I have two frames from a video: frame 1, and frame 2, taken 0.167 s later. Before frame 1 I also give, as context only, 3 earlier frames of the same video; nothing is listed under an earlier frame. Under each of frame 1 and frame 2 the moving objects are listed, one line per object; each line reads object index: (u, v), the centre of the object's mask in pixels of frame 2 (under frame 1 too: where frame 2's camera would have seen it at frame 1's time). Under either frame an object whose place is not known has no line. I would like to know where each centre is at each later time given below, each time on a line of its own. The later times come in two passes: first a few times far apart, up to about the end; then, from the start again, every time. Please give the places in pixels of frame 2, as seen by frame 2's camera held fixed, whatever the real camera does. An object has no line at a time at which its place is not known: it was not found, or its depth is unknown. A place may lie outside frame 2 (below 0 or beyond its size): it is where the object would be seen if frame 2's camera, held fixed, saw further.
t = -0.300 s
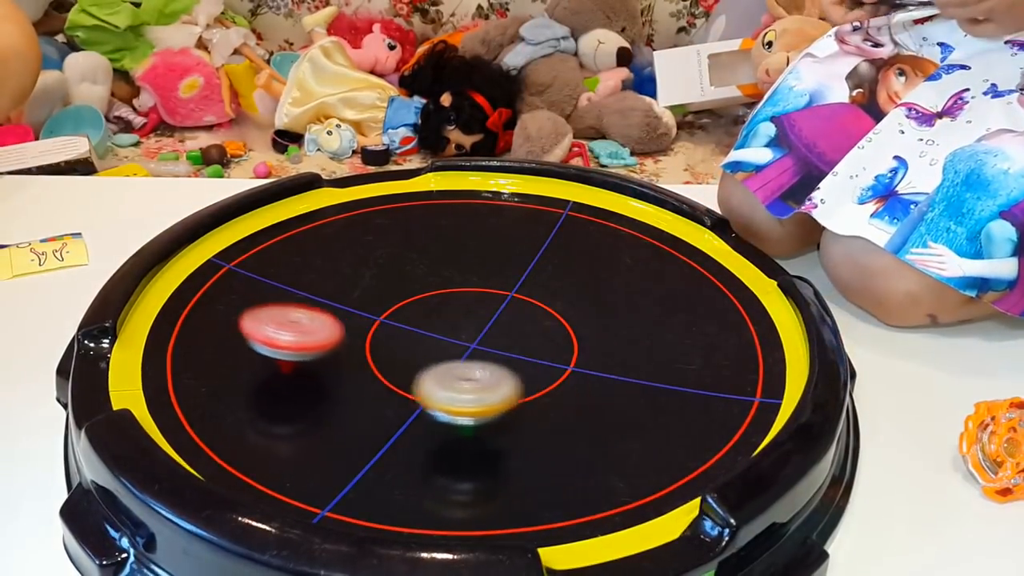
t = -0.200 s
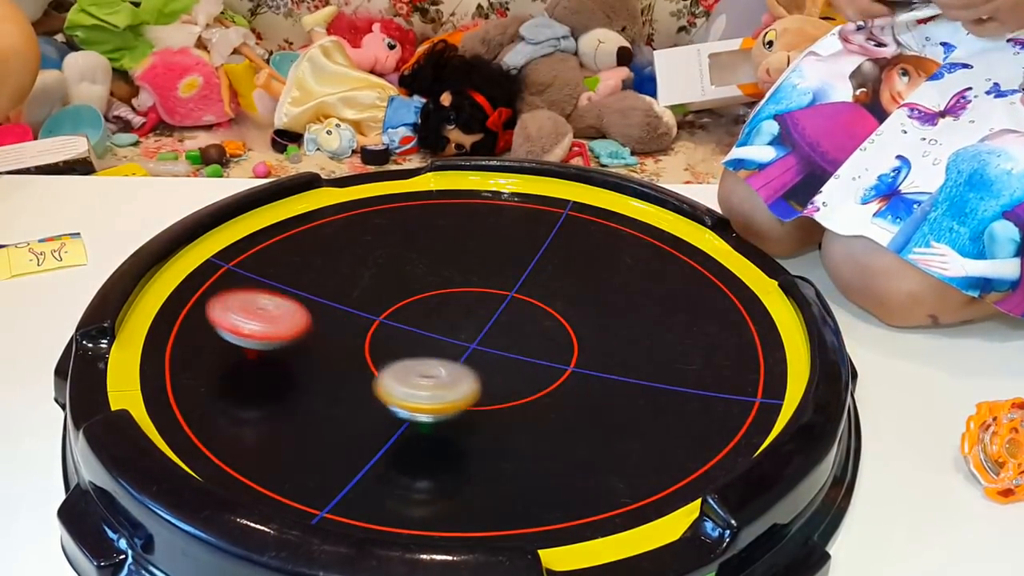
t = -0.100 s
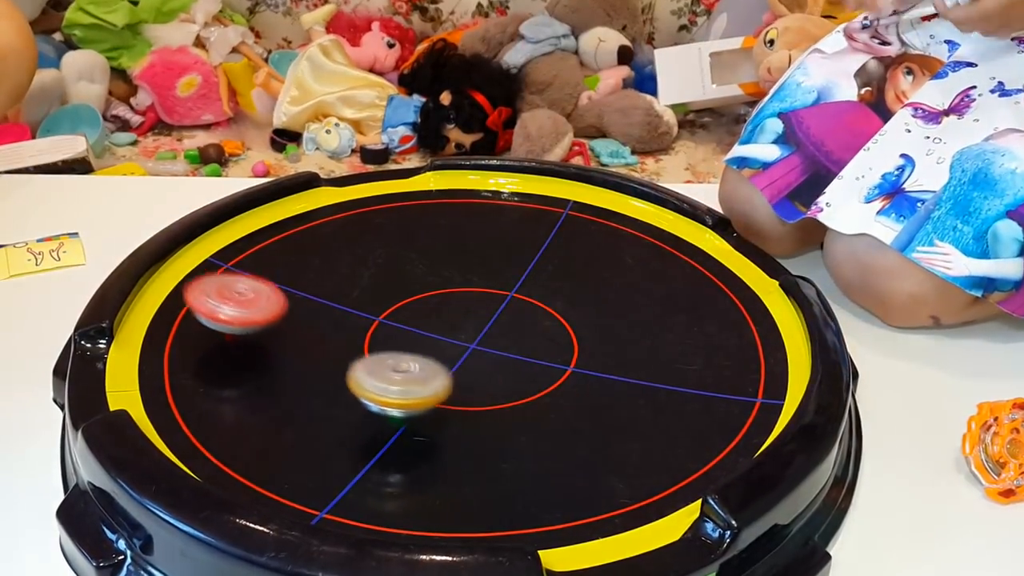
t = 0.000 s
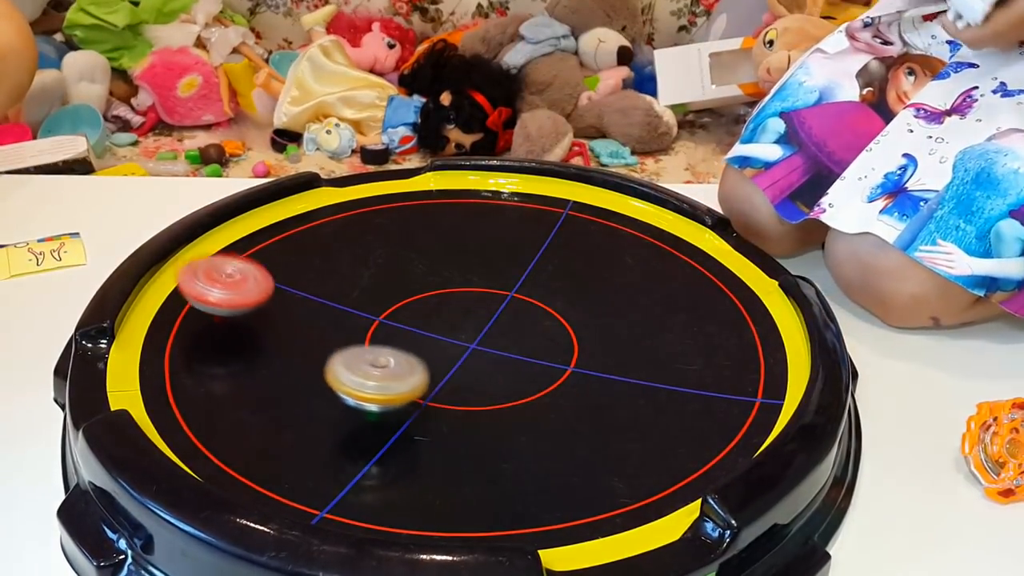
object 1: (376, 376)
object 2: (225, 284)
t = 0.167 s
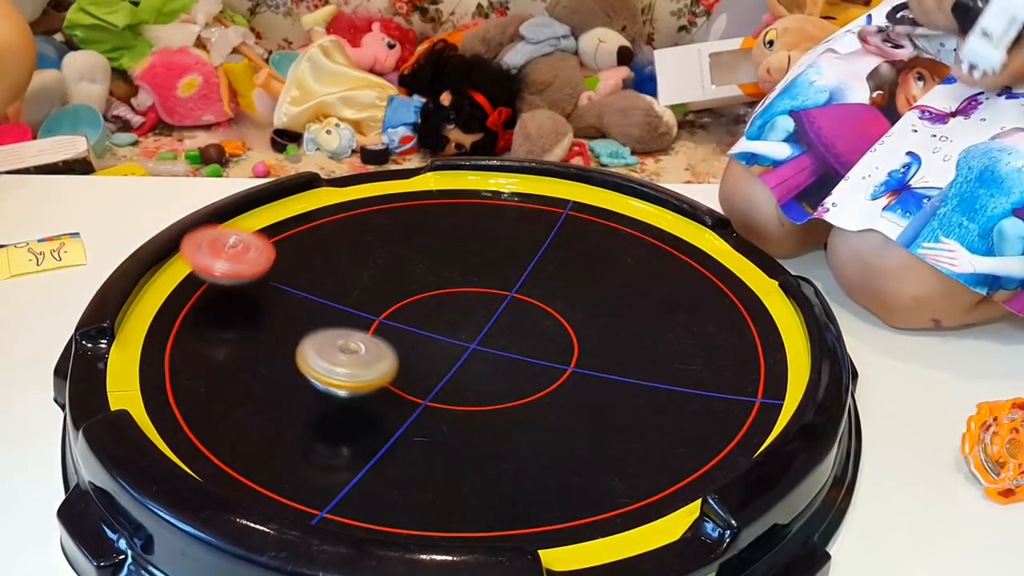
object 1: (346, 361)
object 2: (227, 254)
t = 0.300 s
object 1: (333, 343)
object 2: (250, 236)
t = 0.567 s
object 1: (357, 302)
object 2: (339, 224)
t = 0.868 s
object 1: (417, 278)
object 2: (453, 230)
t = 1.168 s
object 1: (482, 308)
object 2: (542, 270)
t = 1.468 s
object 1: (492, 351)
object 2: (577, 325)
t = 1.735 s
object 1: (414, 401)
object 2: (531, 367)
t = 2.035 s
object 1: (302, 402)
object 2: (489, 358)
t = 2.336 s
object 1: (235, 368)
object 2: (479, 307)
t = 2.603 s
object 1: (245, 328)
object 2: (484, 266)
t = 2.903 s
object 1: (330, 286)
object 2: (492, 238)
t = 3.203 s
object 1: (422, 285)
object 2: (492, 247)
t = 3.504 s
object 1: (470, 323)
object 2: (515, 276)
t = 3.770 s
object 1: (474, 356)
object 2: (556, 292)
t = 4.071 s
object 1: (455, 357)
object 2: (570, 319)
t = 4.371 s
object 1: (432, 336)
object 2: (542, 342)
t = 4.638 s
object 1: (427, 290)
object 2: (535, 368)
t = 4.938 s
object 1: (471, 240)
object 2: (536, 386)
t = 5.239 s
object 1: (518, 214)
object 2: (503, 364)
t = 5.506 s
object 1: (538, 220)
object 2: (479, 328)
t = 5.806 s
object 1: (556, 265)
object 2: (479, 291)
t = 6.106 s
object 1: (629, 302)
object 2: (450, 279)
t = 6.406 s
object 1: (654, 341)
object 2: (447, 290)
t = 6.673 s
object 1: (613, 367)
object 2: (470, 309)
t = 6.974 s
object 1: (525, 380)
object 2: (491, 327)
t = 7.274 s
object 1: (439, 377)
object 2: (491, 319)
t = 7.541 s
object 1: (375, 351)
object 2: (469, 310)
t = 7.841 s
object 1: (344, 312)
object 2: (445, 311)
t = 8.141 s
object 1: (374, 278)
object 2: (448, 316)
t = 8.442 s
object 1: (432, 258)
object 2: (468, 320)
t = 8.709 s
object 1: (493, 256)
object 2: (492, 322)
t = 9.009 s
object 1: (550, 272)
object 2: (505, 321)
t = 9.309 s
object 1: (593, 298)
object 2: (476, 323)
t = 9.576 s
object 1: (605, 319)
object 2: (438, 312)
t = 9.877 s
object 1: (558, 343)
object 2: (434, 292)
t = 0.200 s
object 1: (342, 357)
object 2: (231, 249)
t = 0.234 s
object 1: (338, 352)
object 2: (236, 244)
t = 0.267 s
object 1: (335, 348)
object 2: (242, 240)
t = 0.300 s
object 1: (333, 343)
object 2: (250, 236)
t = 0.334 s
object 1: (332, 337)
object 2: (258, 234)
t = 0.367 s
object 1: (332, 332)
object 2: (268, 231)
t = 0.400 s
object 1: (333, 326)
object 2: (278, 229)
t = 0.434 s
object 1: (335, 321)
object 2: (290, 227)
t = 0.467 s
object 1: (339, 316)
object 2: (302, 227)
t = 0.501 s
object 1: (343, 311)
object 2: (315, 226)
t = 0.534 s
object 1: (350, 307)
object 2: (327, 225)
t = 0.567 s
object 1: (357, 302)
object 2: (339, 224)
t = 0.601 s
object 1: (364, 298)
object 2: (351, 224)
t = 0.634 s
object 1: (372, 294)
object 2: (364, 224)
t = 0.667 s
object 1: (378, 290)
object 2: (376, 224)
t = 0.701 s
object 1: (385, 286)
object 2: (389, 224)
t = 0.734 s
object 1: (393, 281)
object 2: (402, 225)
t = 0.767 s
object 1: (401, 276)
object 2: (414, 225)
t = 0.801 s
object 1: (407, 275)
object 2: (426, 226)
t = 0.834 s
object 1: (412, 276)
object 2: (440, 228)
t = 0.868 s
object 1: (417, 278)
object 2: (453, 230)
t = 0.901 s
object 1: (424, 280)
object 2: (465, 233)
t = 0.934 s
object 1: (431, 282)
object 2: (475, 237)
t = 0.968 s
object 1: (440, 285)
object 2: (485, 241)
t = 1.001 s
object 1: (449, 287)
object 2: (496, 245)
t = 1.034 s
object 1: (458, 291)
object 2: (507, 249)
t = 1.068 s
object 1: (465, 294)
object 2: (517, 254)
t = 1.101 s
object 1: (472, 299)
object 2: (525, 259)
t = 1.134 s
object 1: (478, 303)
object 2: (533, 264)
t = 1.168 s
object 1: (482, 308)
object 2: (542, 270)
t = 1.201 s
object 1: (485, 314)
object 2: (549, 275)
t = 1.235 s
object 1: (489, 320)
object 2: (555, 281)
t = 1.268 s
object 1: (493, 325)
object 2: (560, 288)
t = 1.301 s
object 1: (496, 329)
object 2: (567, 293)
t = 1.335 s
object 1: (499, 333)
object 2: (571, 300)
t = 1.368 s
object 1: (497, 338)
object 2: (574, 306)
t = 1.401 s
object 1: (495, 342)
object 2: (576, 312)
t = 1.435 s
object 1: (494, 347)
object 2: (577, 319)
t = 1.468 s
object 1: (492, 351)
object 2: (577, 325)
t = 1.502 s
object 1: (487, 356)
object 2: (576, 331)
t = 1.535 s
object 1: (479, 363)
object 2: (574, 337)
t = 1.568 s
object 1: (469, 371)
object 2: (570, 343)
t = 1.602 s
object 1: (458, 379)
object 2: (564, 349)
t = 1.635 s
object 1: (445, 387)
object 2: (557, 354)
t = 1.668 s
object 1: (433, 394)
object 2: (549, 358)
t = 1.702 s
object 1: (423, 398)
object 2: (540, 363)
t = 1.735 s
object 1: (414, 401)
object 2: (531, 367)
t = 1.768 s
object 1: (406, 404)
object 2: (521, 370)
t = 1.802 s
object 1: (399, 405)
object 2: (510, 372)
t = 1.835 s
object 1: (393, 405)
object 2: (498, 374)
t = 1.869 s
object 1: (388, 405)
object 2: (487, 375)
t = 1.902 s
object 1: (383, 404)
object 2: (475, 375)
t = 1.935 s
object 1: (361, 406)
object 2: (480, 372)
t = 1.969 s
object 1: (337, 405)
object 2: (488, 368)
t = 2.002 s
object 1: (318, 404)
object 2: (490, 363)
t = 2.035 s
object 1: (302, 402)
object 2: (489, 358)
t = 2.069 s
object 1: (291, 400)
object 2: (488, 353)
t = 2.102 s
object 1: (283, 398)
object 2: (486, 347)
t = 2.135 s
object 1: (276, 397)
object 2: (485, 341)
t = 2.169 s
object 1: (268, 395)
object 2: (482, 335)
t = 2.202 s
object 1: (258, 391)
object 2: (482, 330)
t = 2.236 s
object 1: (248, 385)
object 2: (481, 324)
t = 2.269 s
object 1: (241, 379)
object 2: (480, 318)
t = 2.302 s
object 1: (237, 373)
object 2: (479, 313)
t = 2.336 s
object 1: (235, 368)
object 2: (479, 307)
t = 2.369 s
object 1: (234, 362)
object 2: (478, 301)
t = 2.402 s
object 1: (235, 357)
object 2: (478, 296)
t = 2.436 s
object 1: (235, 354)
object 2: (479, 291)
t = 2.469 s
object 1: (236, 350)
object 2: (479, 286)
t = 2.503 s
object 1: (237, 346)
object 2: (480, 280)
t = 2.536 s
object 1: (237, 341)
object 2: (481, 276)
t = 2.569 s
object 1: (240, 334)
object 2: (483, 271)
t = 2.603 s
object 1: (245, 328)
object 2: (484, 266)
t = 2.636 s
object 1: (253, 320)
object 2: (485, 261)
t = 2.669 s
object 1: (264, 313)
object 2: (486, 258)
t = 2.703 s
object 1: (274, 308)
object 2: (487, 254)
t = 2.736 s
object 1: (285, 303)
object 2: (489, 251)
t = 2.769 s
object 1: (295, 298)
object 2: (489, 248)
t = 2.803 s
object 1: (304, 295)
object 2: (491, 245)
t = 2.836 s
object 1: (313, 292)
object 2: (491, 242)
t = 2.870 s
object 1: (321, 289)
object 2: (492, 240)
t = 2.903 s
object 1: (330, 286)
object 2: (492, 238)
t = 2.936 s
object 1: (340, 284)
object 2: (493, 237)
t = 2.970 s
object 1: (350, 282)
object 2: (493, 236)
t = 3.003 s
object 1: (359, 281)
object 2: (493, 236)
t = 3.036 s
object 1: (367, 280)
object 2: (494, 236)
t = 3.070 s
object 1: (379, 280)
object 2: (493, 237)
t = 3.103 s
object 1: (391, 281)
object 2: (493, 238)
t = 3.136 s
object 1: (402, 282)
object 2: (492, 241)
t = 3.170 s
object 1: (412, 283)
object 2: (493, 243)
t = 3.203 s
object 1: (422, 285)
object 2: (492, 247)
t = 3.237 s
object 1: (431, 287)
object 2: (493, 250)
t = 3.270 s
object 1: (437, 291)
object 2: (496, 253)
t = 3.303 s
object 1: (442, 297)
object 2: (499, 256)
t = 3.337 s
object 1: (447, 303)
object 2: (502, 258)
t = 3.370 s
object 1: (452, 309)
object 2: (505, 261)
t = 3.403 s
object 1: (458, 313)
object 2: (508, 264)
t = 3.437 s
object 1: (462, 317)
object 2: (510, 267)
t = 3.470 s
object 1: (465, 320)
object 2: (513, 272)
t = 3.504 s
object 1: (470, 323)
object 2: (515, 276)
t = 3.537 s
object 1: (470, 328)
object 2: (520, 278)
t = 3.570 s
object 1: (468, 334)
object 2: (526, 280)
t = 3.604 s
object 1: (469, 339)
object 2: (532, 282)
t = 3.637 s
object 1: (471, 344)
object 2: (538, 284)
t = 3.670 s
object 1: (472, 348)
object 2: (543, 286)
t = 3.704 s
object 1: (473, 351)
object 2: (548, 288)
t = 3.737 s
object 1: (474, 354)
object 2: (552, 290)
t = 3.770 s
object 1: (474, 356)
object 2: (556, 292)
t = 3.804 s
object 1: (474, 357)
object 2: (559, 294)
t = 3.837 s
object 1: (473, 358)
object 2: (563, 297)
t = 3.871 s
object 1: (471, 359)
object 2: (565, 300)
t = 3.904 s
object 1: (469, 359)
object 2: (567, 303)
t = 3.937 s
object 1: (467, 359)
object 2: (568, 306)
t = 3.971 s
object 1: (464, 359)
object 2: (570, 309)
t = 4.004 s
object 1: (461, 359)
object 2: (570, 312)
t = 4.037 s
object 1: (458, 358)
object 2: (570, 315)
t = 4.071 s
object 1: (455, 357)
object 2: (570, 319)
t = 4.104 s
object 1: (451, 355)
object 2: (569, 322)
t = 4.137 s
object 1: (448, 353)
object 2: (567, 325)
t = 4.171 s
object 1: (445, 351)
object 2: (565, 328)
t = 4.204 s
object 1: (443, 350)
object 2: (563, 330)
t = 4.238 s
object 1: (439, 347)
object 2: (559, 333)
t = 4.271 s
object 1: (435, 345)
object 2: (555, 336)
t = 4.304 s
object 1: (433, 342)
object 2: (551, 338)
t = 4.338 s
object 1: (432, 339)
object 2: (547, 340)
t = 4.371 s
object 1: (432, 336)
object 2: (542, 342)
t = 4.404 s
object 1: (432, 333)
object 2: (536, 344)
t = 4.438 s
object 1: (432, 329)
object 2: (530, 345)
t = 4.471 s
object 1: (433, 326)
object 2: (524, 346)
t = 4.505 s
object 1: (432, 321)
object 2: (521, 350)
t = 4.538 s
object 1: (425, 313)
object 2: (526, 356)
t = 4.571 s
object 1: (422, 304)
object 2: (529, 360)
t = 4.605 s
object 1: (424, 296)
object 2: (532, 364)
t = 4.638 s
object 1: (427, 290)
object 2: (535, 368)
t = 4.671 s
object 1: (431, 283)
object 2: (536, 371)
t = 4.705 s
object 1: (435, 277)
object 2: (538, 374)
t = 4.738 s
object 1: (440, 271)
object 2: (539, 376)
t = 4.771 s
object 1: (445, 266)
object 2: (540, 379)
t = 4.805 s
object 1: (451, 260)
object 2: (540, 382)
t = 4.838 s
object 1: (455, 255)
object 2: (540, 382)
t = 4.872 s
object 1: (461, 250)
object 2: (539, 384)
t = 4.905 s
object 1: (466, 245)
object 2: (538, 385)
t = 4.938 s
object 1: (471, 240)
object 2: (536, 386)
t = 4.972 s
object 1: (477, 236)
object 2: (533, 386)
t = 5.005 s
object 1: (483, 232)
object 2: (530, 384)
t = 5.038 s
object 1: (489, 228)
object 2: (527, 383)
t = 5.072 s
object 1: (494, 225)
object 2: (523, 381)
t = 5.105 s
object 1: (499, 221)
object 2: (519, 379)
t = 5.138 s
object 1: (504, 218)
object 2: (515, 375)
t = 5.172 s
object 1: (509, 216)
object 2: (511, 372)
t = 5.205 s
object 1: (513, 215)
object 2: (507, 368)
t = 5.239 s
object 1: (518, 214)
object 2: (503, 364)
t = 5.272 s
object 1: (522, 213)
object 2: (499, 360)
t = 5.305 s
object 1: (525, 213)
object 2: (496, 356)
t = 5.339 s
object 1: (529, 212)
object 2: (492, 351)
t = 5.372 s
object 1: (531, 213)
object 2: (488, 347)
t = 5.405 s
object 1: (532, 214)
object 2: (485, 341)
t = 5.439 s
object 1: (534, 215)
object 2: (483, 337)
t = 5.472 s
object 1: (536, 218)
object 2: (481, 332)
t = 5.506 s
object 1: (538, 220)
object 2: (479, 328)
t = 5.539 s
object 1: (539, 222)
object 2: (479, 323)
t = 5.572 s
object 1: (541, 226)
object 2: (478, 319)
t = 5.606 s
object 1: (541, 231)
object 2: (478, 314)
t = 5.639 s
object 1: (543, 236)
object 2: (478, 309)
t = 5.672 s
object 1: (544, 241)
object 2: (477, 306)
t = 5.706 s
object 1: (546, 247)
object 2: (478, 301)
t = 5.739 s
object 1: (547, 254)
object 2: (480, 297)
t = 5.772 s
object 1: (550, 260)
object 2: (482, 294)
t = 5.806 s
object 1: (556, 265)
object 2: (479, 291)
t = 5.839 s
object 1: (566, 269)
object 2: (473, 289)
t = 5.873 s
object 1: (575, 273)
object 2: (469, 287)
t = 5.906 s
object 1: (583, 277)
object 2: (466, 285)
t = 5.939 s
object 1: (592, 281)
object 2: (463, 284)
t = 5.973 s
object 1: (600, 285)
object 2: (459, 282)
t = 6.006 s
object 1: (608, 289)
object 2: (457, 281)
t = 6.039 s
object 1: (616, 293)
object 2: (454, 280)
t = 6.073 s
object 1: (623, 297)
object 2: (452, 279)
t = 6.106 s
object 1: (629, 302)
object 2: (450, 279)
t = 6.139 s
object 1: (635, 306)
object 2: (448, 279)
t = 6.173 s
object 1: (640, 310)
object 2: (446, 279)
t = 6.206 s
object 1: (645, 315)
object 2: (445, 279)
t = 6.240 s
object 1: (649, 319)
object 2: (444, 280)
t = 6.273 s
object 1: (652, 324)
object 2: (443, 282)
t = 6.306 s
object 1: (653, 328)
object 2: (444, 284)
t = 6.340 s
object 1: (654, 332)
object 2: (444, 286)
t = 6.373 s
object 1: (654, 336)
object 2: (445, 288)
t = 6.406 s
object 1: (654, 341)
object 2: (447, 290)
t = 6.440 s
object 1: (653, 344)
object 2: (449, 293)
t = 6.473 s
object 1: (650, 348)
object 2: (451, 295)
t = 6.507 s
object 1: (645, 351)
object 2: (454, 298)
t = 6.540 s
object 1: (640, 355)
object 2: (456, 300)
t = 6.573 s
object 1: (635, 358)
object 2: (459, 303)
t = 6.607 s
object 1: (628, 361)
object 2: (462, 305)
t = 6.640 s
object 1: (621, 364)
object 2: (466, 308)
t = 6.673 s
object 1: (613, 367)
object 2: (470, 309)
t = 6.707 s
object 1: (605, 370)
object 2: (472, 312)
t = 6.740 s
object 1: (597, 372)
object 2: (475, 315)
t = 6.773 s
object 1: (588, 373)
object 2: (477, 318)
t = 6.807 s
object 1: (578, 375)
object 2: (480, 321)
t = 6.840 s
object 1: (567, 375)
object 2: (482, 322)
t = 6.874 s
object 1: (556, 376)
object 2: (487, 325)
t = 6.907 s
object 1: (545, 377)
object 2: (488, 326)
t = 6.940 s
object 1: (534, 378)
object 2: (491, 327)
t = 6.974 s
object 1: (525, 380)
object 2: (491, 327)
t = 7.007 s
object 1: (515, 382)
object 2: (493, 326)
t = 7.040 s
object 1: (507, 384)
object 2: (494, 325)
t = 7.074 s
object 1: (497, 384)
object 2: (495, 325)
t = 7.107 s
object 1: (487, 384)
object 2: (495, 324)
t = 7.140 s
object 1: (477, 384)
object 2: (495, 324)
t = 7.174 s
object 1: (467, 383)
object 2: (495, 323)
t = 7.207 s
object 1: (457, 381)
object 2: (494, 322)
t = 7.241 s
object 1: (448, 379)
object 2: (493, 321)
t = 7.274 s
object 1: (439, 377)
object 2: (491, 319)
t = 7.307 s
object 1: (430, 375)
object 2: (490, 318)
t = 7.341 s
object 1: (421, 373)
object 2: (487, 317)
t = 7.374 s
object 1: (413, 370)
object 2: (486, 314)
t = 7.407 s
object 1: (405, 367)
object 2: (483, 314)
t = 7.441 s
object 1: (396, 363)
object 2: (479, 312)
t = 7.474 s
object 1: (389, 359)
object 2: (476, 311)
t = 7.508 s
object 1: (381, 355)
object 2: (473, 310)
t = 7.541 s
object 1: (375, 351)
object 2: (469, 310)
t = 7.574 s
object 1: (368, 347)
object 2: (465, 309)
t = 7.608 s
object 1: (363, 343)
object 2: (461, 310)
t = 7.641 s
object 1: (358, 338)
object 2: (457, 309)
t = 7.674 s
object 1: (354, 334)
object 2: (453, 309)
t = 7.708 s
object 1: (350, 329)
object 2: (451, 309)
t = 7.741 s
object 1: (348, 325)
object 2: (449, 311)
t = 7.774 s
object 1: (346, 320)
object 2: (447, 311)
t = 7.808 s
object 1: (345, 317)
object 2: (445, 312)
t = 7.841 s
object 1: (344, 312)
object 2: (445, 311)
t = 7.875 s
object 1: (346, 308)
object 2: (444, 313)
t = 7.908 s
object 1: (347, 303)
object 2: (444, 312)
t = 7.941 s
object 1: (350, 300)
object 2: (443, 313)
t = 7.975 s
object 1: (353, 295)
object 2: (443, 313)
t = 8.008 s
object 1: (356, 292)
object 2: (443, 314)
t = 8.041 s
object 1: (359, 288)
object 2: (444, 314)
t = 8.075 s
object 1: (364, 285)
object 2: (445, 315)
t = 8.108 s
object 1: (369, 281)
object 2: (446, 315)
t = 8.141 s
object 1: (374, 278)
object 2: (448, 316)
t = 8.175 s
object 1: (379, 275)
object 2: (450, 315)
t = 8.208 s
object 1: (384, 271)
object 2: (451, 318)
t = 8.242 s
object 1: (391, 269)
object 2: (450, 319)
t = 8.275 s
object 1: (397, 267)
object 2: (452, 319)
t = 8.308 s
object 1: (404, 265)
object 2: (456, 320)
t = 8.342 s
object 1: (411, 263)
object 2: (460, 321)
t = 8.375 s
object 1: (418, 261)
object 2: (461, 320)
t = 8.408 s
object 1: (425, 260)
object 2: (465, 319)
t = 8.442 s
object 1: (432, 258)
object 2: (468, 320)
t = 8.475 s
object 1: (441, 256)
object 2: (471, 322)
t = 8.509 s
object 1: (448, 255)
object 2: (473, 322)
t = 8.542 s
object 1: (455, 255)
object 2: (477, 322)
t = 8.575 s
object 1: (463, 255)
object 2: (480, 322)
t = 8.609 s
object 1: (471, 255)
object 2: (483, 322)
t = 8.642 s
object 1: (478, 255)
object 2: (486, 322)
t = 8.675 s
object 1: (485, 255)
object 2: (489, 321)
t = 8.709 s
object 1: (493, 256)
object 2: (492, 322)
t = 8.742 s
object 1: (499, 257)
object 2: (494, 321)
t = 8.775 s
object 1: (506, 258)
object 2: (497, 322)
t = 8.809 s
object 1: (513, 259)
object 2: (498, 321)
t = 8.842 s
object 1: (520, 260)
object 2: (501, 321)
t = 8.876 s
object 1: (526, 262)
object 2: (501, 321)
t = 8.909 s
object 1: (533, 264)
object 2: (503, 322)
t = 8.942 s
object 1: (539, 266)
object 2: (503, 321)
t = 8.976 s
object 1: (544, 269)
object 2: (505, 321)
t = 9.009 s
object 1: (550, 272)
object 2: (505, 321)
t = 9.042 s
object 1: (555, 275)
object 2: (507, 322)
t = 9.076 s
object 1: (559, 277)
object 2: (506, 322)
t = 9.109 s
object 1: (564, 281)
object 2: (505, 321)
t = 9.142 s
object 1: (569, 284)
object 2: (504, 321)
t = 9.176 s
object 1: (572, 287)
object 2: (501, 321)
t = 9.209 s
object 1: (576, 290)
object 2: (498, 321)
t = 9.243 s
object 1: (582, 293)
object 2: (488, 322)
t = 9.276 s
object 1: (588, 295)
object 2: (482, 322)
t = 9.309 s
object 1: (593, 298)
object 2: (476, 323)
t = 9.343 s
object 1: (598, 300)
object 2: (470, 322)
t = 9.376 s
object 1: (601, 302)
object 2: (466, 322)
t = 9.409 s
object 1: (604, 305)
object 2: (460, 321)
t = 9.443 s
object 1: (607, 308)
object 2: (455, 320)
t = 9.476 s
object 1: (607, 310)
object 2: (449, 318)
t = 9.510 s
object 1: (607, 314)
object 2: (446, 317)
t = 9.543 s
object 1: (608, 316)
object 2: (442, 315)
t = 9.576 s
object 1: (605, 319)
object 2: (438, 312)
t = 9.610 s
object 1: (602, 323)
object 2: (435, 310)
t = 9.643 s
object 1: (599, 325)
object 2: (432, 306)
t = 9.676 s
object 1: (594, 327)
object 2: (432, 304)
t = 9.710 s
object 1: (589, 331)
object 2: (430, 301)
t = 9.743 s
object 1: (585, 333)
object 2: (430, 299)
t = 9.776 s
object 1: (578, 335)
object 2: (429, 297)
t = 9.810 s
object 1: (572, 338)
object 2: (430, 295)
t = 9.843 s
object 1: (564, 340)
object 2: (432, 294)
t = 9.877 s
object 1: (558, 343)
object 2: (434, 292)
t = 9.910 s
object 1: (551, 344)
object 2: (438, 292)
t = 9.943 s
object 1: (542, 345)
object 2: (440, 290)
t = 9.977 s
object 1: (532, 346)
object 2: (445, 289)
